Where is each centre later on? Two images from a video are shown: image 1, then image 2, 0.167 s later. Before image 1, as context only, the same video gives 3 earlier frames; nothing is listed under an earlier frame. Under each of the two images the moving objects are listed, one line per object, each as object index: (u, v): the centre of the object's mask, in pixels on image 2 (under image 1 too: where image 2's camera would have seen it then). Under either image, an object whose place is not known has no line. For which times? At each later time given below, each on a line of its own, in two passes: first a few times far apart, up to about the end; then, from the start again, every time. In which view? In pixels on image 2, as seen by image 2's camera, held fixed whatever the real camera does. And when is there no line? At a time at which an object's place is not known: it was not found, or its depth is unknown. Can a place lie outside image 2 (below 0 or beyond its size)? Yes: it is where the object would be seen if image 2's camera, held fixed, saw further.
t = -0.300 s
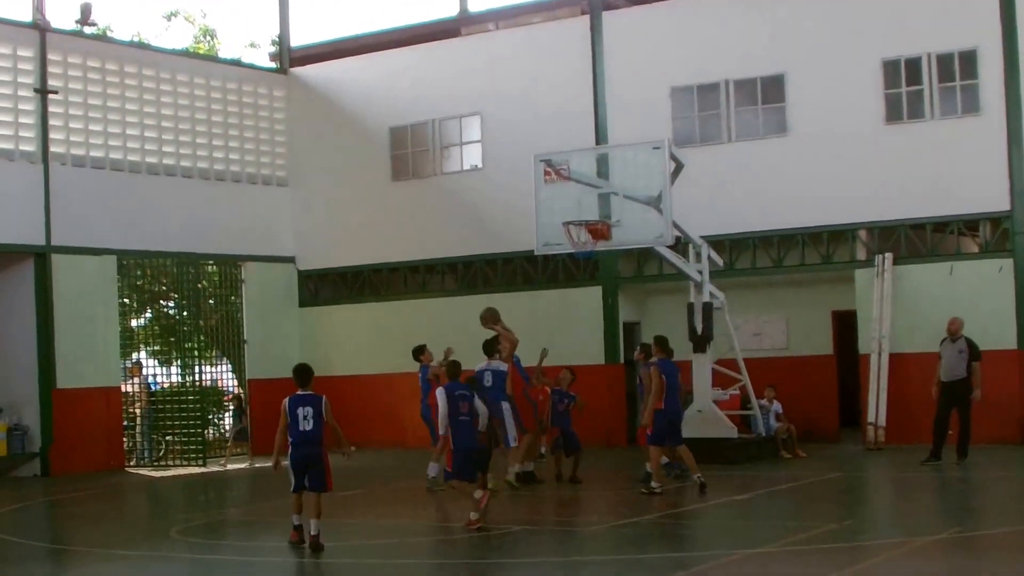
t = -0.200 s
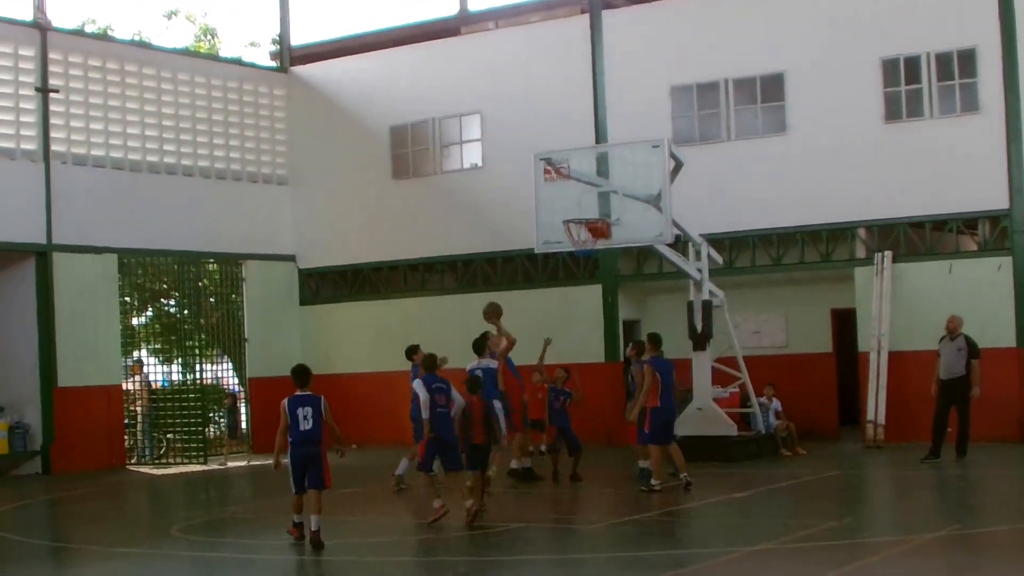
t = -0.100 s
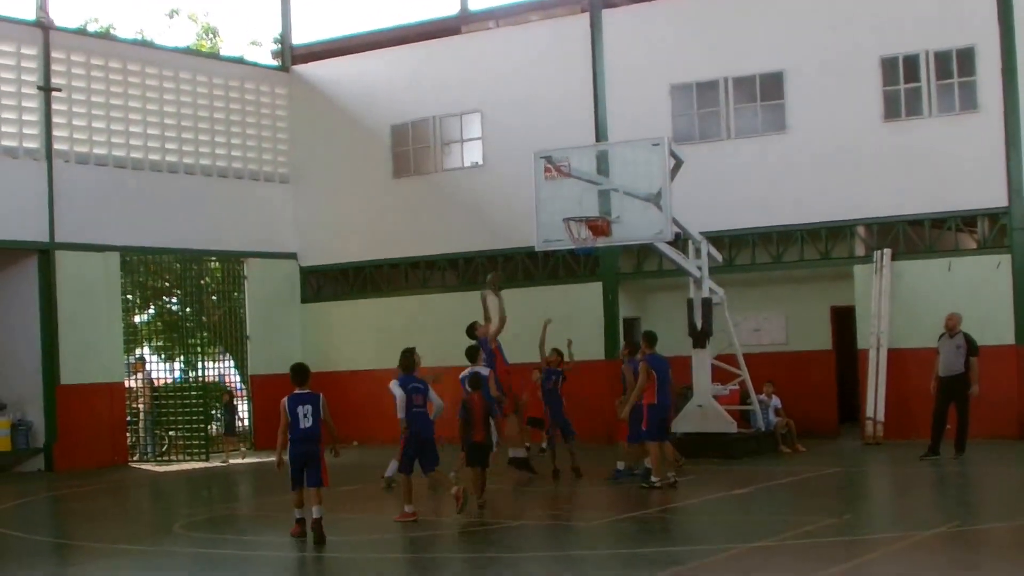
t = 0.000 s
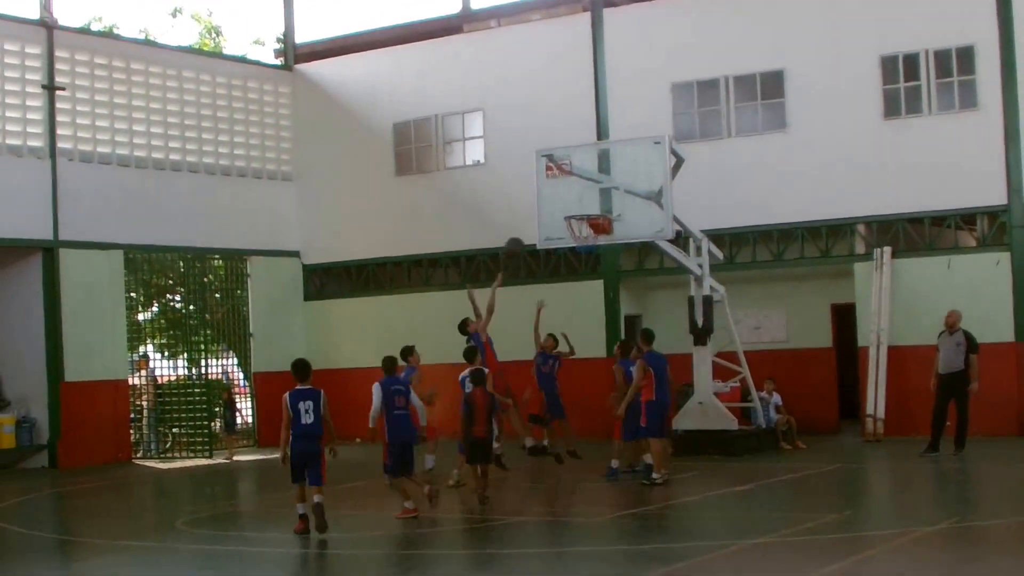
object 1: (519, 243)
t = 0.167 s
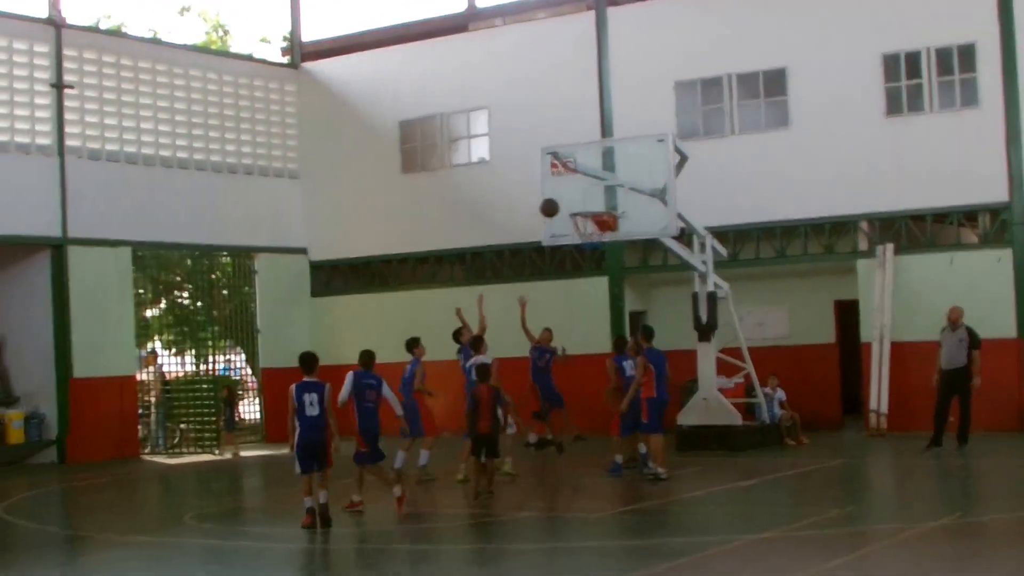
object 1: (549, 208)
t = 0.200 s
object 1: (555, 203)
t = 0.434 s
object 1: (574, 202)
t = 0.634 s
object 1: (570, 194)
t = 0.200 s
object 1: (555, 203)
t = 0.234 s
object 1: (561, 199)
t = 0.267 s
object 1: (567, 197)
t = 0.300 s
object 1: (573, 195)
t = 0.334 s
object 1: (574, 195)
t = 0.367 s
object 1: (573, 196)
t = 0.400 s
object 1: (573, 199)
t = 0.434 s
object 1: (574, 202)
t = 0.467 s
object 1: (574, 204)
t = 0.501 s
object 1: (573, 200)
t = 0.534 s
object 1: (572, 197)
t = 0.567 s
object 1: (572, 195)
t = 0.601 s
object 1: (571, 194)
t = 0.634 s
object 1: (570, 194)
